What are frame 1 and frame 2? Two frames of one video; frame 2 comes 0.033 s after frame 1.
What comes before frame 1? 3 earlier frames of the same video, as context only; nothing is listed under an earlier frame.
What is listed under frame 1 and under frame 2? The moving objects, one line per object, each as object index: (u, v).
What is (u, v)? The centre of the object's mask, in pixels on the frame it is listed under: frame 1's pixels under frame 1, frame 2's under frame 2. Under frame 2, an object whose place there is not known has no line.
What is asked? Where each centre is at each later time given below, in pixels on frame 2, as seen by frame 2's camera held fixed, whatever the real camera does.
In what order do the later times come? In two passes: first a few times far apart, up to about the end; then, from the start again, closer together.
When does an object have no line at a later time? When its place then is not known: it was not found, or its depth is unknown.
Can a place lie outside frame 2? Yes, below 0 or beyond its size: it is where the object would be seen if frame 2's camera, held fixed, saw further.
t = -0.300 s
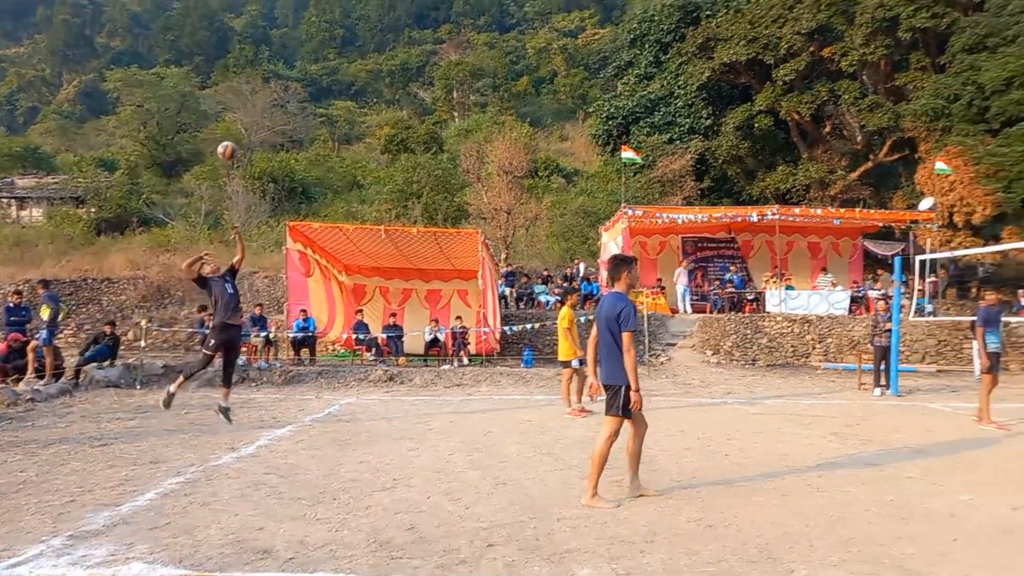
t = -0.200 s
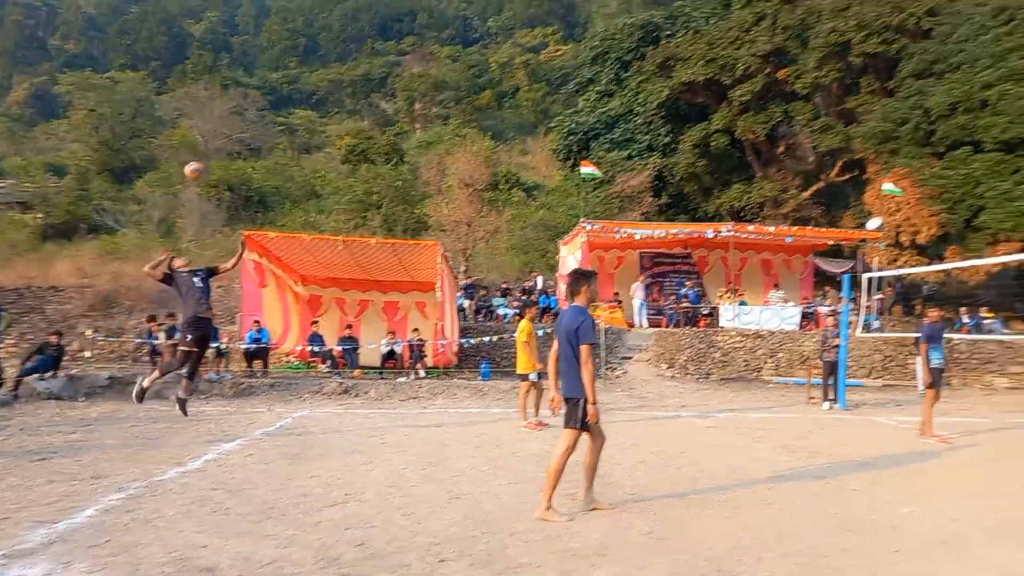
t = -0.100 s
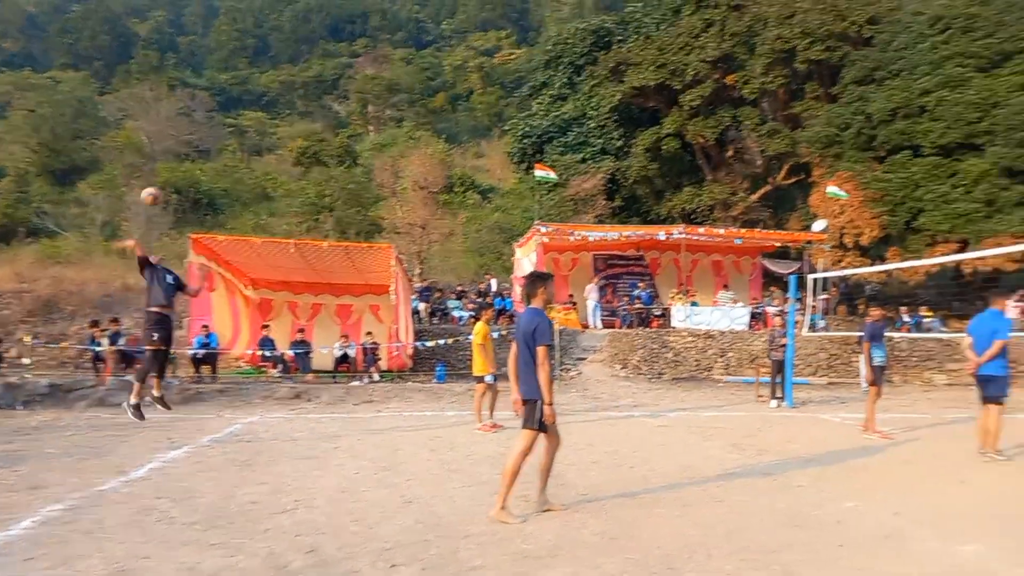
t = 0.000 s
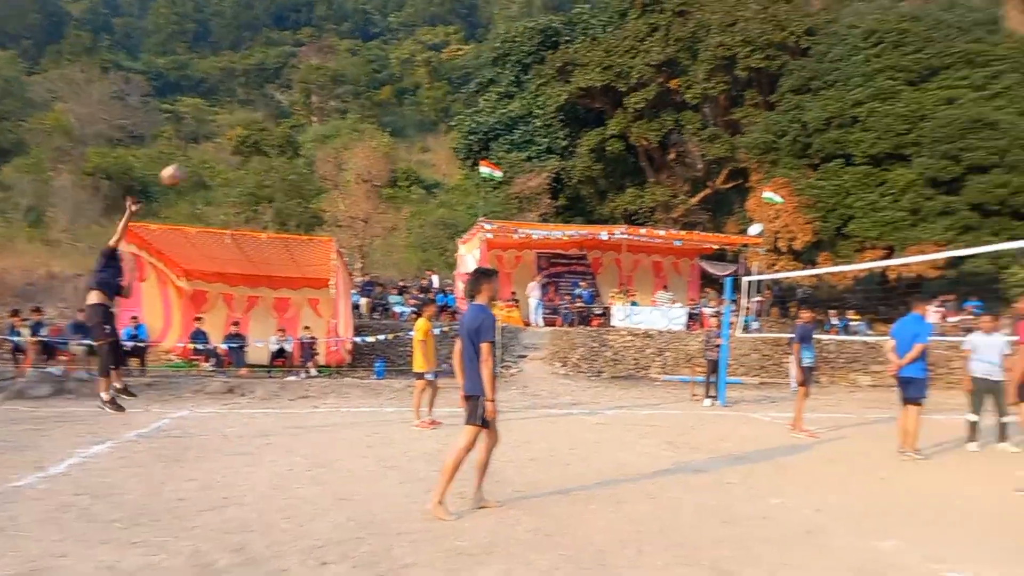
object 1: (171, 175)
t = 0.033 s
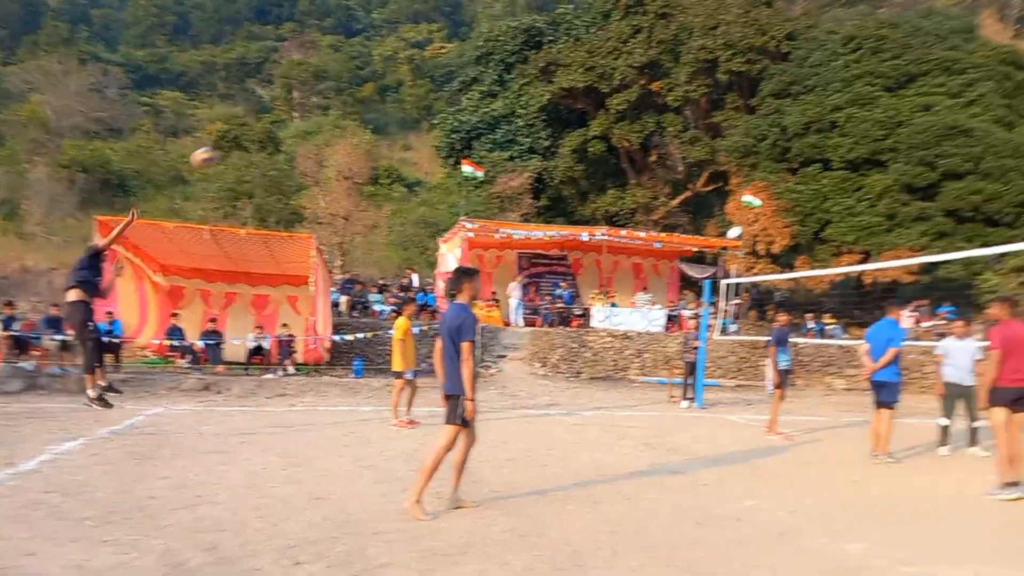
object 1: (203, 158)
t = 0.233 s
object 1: (507, 122)
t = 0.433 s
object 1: (780, 135)
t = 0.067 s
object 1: (256, 148)
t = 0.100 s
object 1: (308, 141)
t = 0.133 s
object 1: (360, 132)
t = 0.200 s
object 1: (458, 124)
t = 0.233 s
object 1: (507, 122)
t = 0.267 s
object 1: (555, 121)
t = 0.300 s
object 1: (600, 121)
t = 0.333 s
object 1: (647, 121)
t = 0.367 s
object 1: (692, 125)
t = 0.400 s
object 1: (736, 128)
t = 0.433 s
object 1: (780, 135)
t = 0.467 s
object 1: (822, 141)
